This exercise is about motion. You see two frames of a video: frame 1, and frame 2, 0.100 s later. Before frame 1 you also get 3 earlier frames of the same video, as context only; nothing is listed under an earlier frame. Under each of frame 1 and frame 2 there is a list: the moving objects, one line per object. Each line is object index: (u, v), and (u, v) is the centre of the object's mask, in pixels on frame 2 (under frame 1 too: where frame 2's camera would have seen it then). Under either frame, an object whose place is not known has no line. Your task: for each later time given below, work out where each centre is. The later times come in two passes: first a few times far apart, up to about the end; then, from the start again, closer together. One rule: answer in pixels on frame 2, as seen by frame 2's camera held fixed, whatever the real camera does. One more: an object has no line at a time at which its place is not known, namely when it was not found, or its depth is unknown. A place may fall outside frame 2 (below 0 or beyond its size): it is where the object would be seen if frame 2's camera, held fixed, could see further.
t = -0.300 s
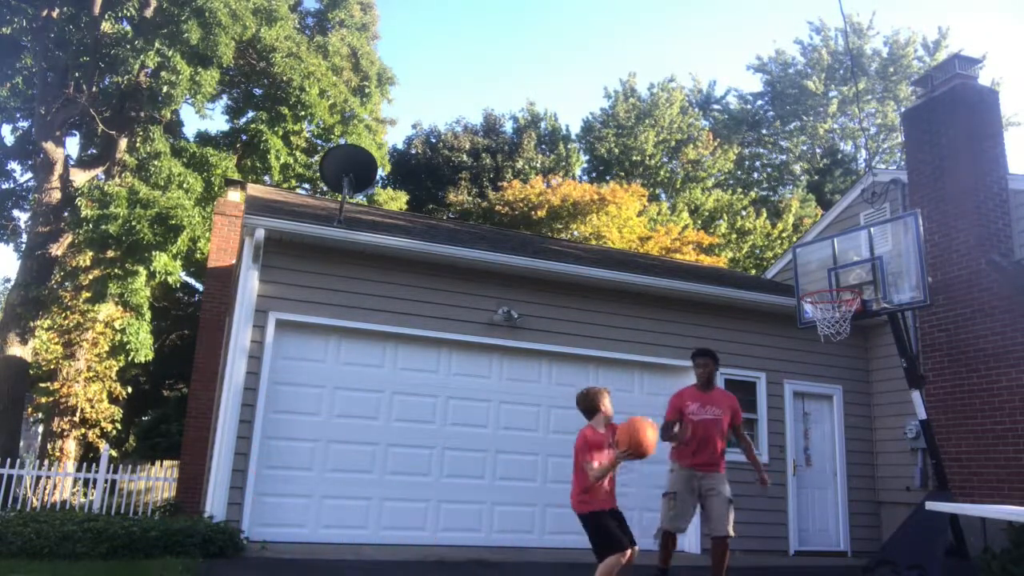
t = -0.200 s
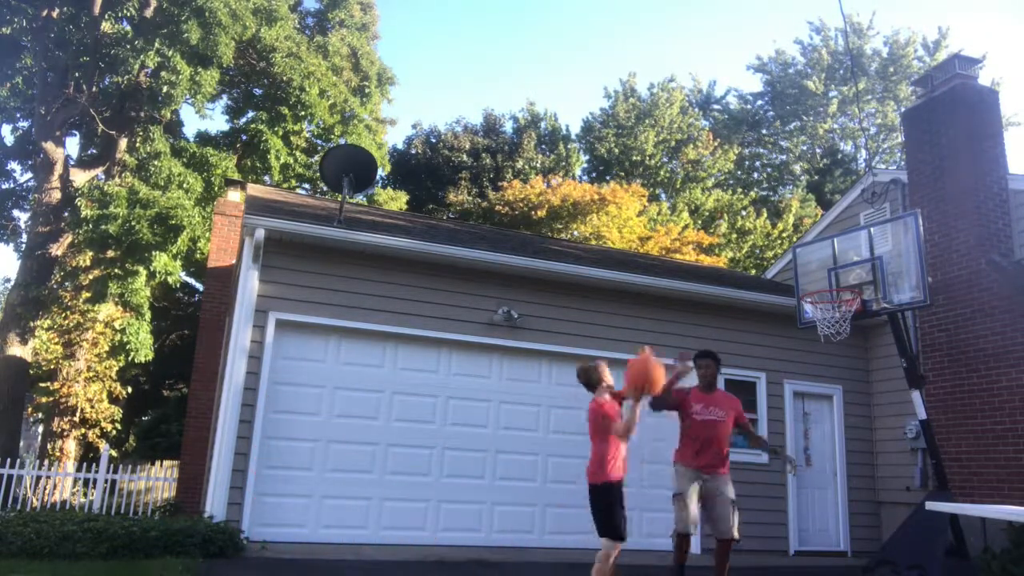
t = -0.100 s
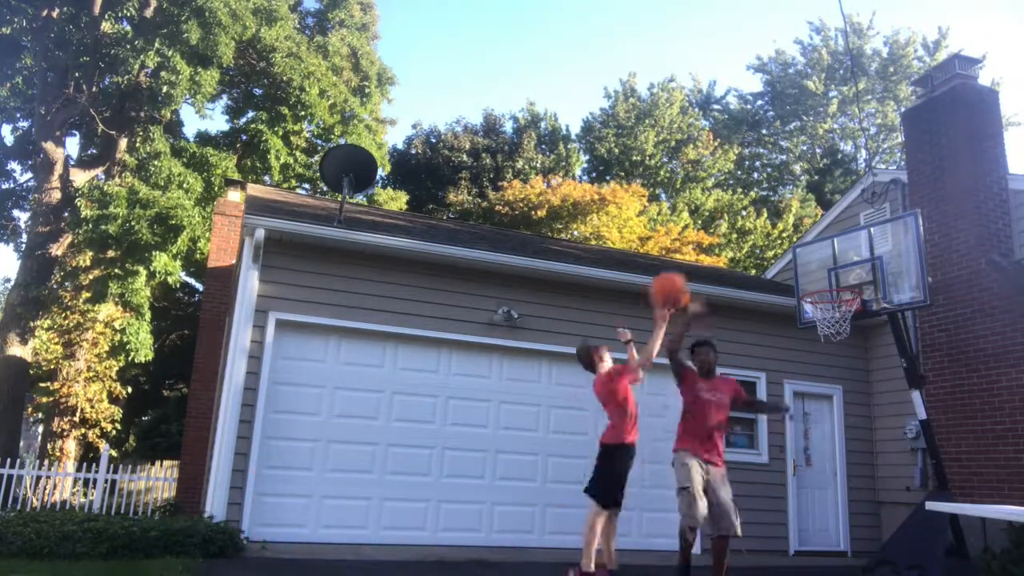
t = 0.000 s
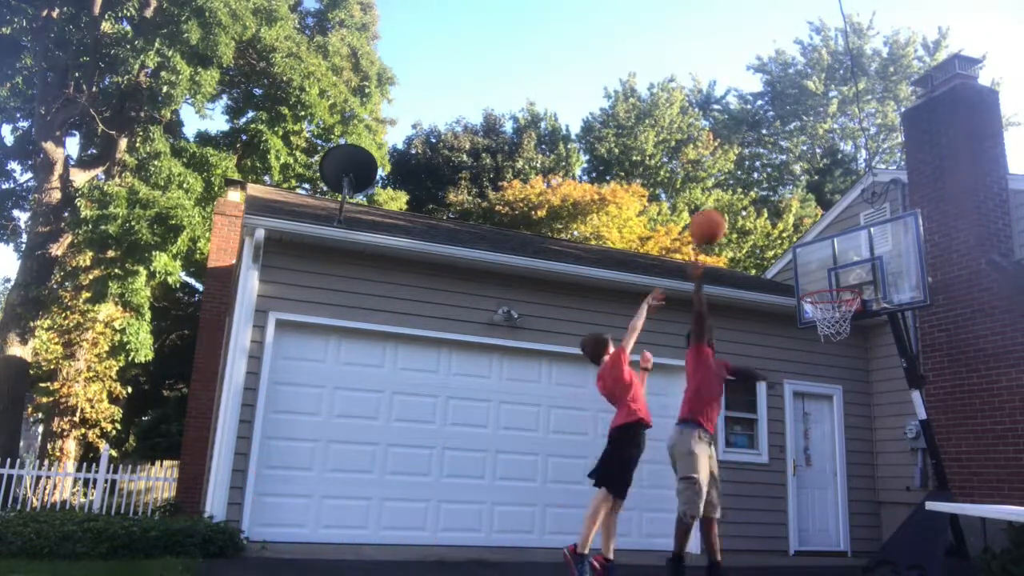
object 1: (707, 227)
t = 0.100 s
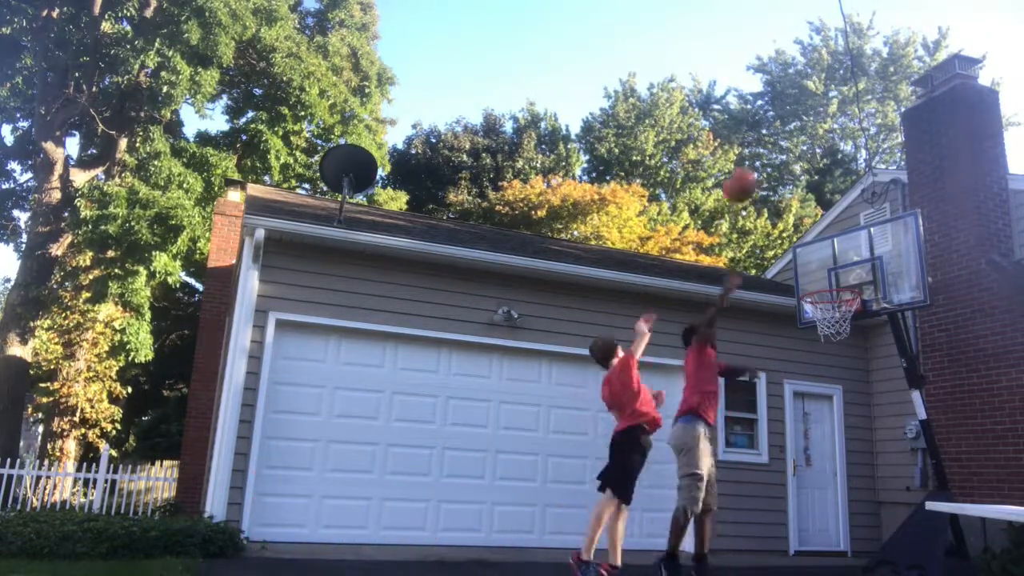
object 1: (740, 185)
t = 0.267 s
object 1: (783, 153)
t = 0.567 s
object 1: (857, 181)
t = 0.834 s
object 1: (856, 177)
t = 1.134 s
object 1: (820, 184)
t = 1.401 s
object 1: (790, 278)
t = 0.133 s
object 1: (749, 175)
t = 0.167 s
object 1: (758, 167)
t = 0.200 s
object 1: (767, 163)
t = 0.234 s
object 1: (777, 155)
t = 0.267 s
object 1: (783, 153)
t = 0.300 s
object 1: (793, 151)
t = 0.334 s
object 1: (802, 150)
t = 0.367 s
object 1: (807, 152)
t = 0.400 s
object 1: (819, 154)
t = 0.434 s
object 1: (828, 155)
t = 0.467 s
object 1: (831, 164)
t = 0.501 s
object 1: (841, 167)
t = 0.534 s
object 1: (847, 174)
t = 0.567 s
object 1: (857, 181)
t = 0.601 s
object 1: (860, 191)
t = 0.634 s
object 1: (871, 198)
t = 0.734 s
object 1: (870, 194)
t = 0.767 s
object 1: (862, 187)
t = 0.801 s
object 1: (858, 180)
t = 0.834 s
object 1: (856, 177)
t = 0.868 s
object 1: (851, 172)
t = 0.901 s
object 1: (845, 171)
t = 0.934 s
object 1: (843, 169)
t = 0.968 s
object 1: (838, 169)
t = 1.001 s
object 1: (836, 170)
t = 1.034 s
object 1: (830, 174)
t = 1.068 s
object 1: (827, 177)
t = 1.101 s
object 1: (821, 179)
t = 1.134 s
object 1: (820, 184)
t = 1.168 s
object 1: (814, 193)
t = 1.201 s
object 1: (811, 202)
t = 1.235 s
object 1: (807, 212)
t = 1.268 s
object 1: (804, 223)
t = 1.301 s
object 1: (801, 234)
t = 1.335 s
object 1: (797, 248)
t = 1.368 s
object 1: (793, 262)
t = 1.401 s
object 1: (790, 278)
